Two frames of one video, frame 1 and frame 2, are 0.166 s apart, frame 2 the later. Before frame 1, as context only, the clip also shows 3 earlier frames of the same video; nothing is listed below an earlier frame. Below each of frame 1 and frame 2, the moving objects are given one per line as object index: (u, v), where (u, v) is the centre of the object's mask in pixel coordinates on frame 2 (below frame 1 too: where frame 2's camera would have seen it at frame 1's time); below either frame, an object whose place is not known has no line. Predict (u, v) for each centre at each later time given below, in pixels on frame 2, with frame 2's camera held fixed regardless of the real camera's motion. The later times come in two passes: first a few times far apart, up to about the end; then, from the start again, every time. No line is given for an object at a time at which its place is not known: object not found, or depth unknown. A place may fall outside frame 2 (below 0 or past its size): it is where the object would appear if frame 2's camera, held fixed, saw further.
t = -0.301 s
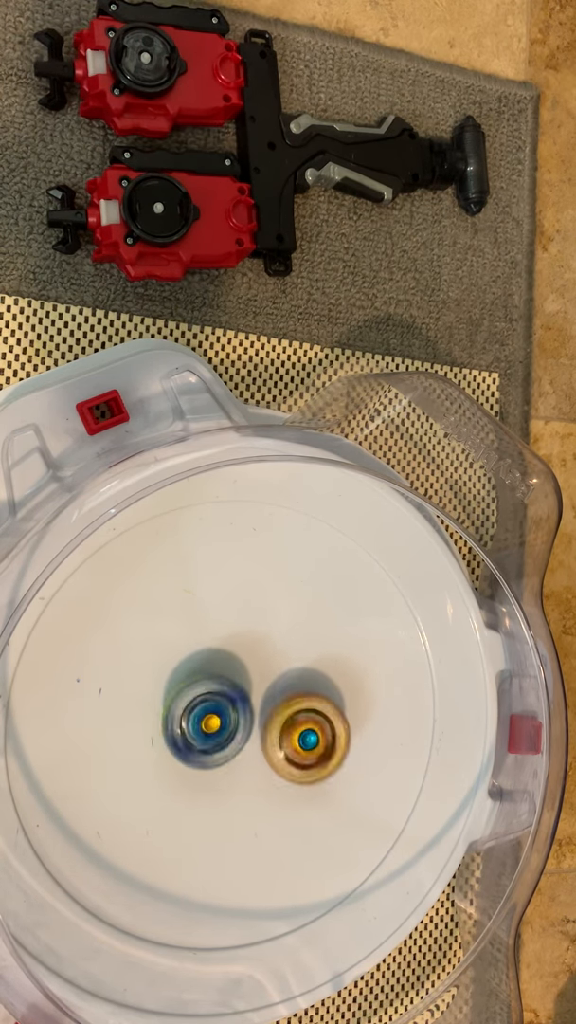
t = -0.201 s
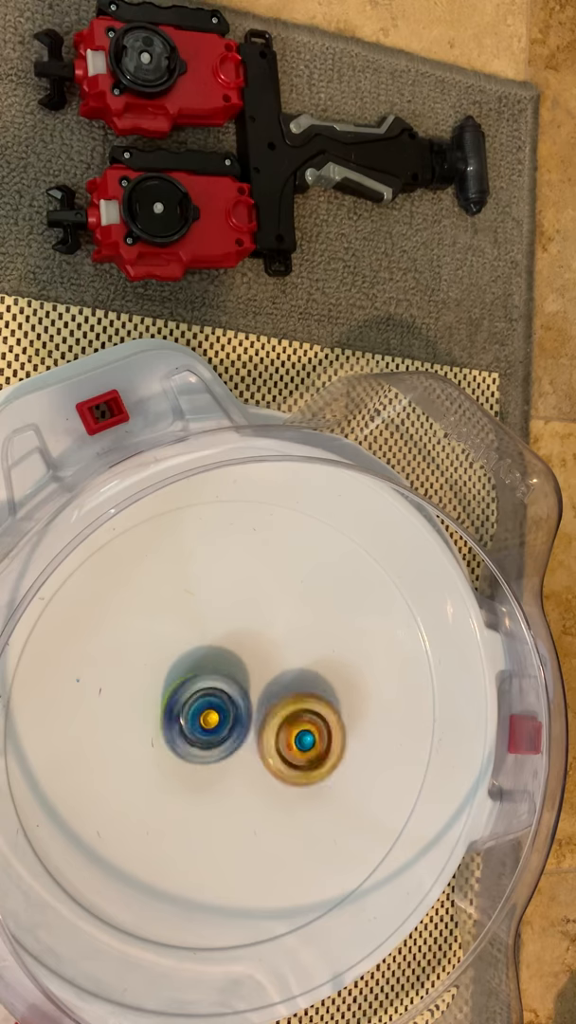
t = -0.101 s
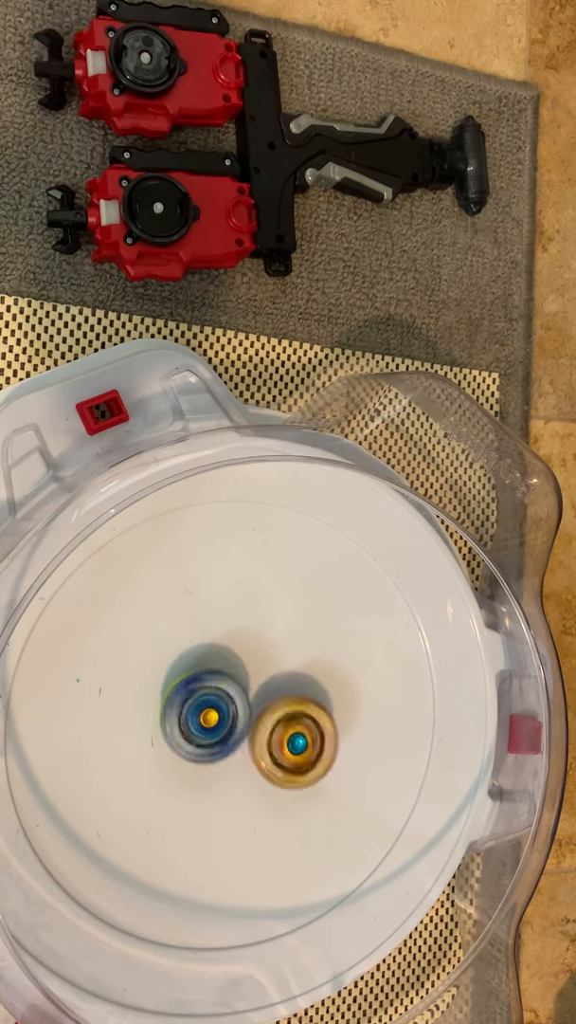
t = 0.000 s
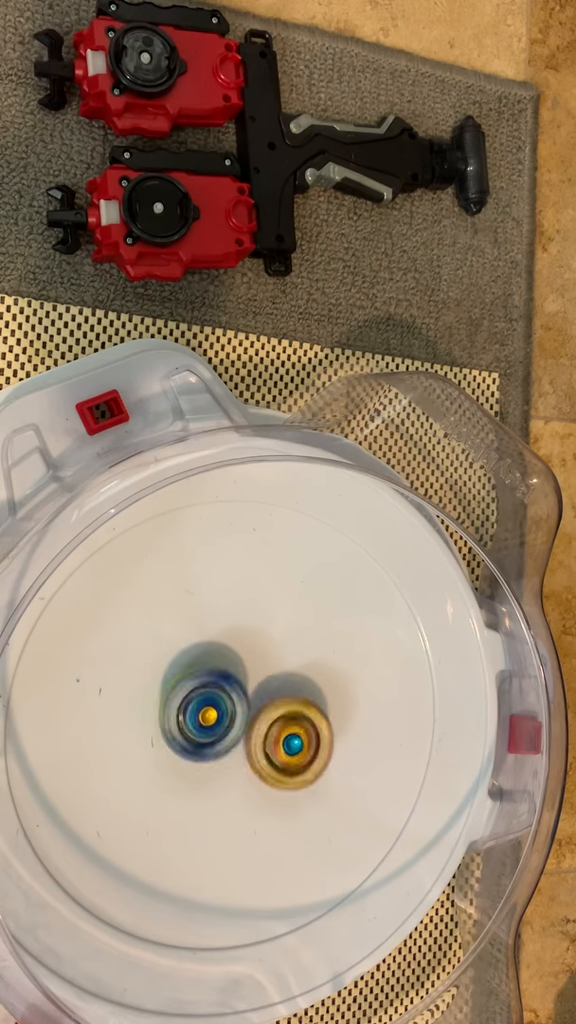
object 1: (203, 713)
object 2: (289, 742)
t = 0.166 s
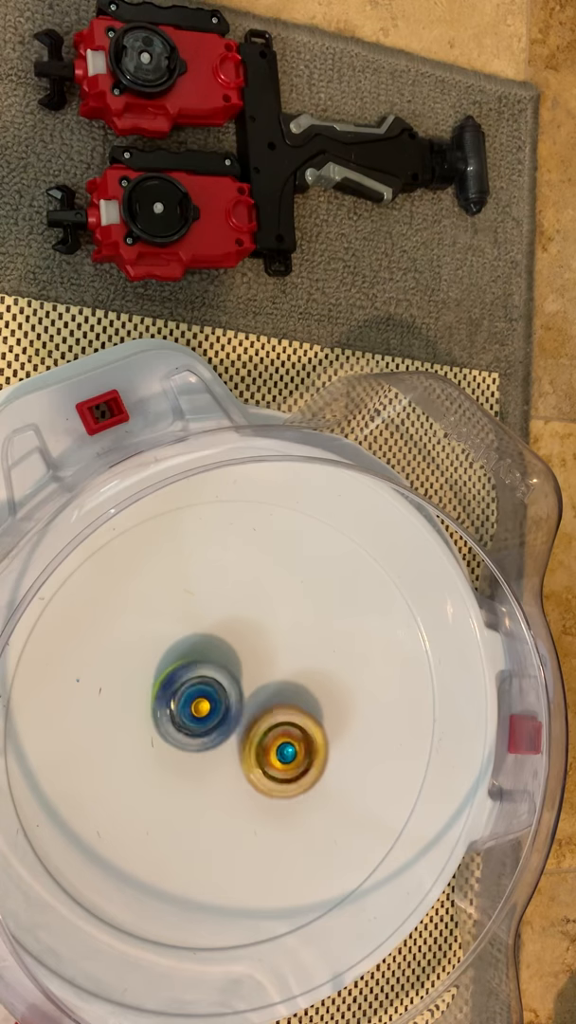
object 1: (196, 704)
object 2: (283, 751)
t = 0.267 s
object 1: (195, 705)
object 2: (274, 751)
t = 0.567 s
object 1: (178, 706)
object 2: (271, 750)
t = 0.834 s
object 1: (189, 713)
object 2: (277, 748)
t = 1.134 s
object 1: (186, 723)
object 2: (303, 755)
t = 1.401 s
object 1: (198, 726)
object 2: (298, 752)
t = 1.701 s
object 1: (194, 709)
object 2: (293, 732)
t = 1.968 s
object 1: (199, 706)
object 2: (295, 728)
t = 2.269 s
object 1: (188, 709)
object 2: (317, 741)
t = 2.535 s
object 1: (184, 728)
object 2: (313, 754)
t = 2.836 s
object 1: (201, 721)
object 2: (290, 743)
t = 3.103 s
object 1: (187, 702)
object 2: (289, 731)
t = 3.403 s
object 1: (195, 712)
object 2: (287, 718)
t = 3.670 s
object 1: (202, 719)
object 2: (297, 720)
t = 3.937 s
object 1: (206, 716)
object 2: (297, 734)
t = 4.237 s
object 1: (191, 705)
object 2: (293, 756)
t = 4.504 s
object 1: (177, 706)
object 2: (284, 754)
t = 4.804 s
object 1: (195, 716)
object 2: (283, 739)
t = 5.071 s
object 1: (210, 702)
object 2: (291, 737)
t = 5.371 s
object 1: (203, 698)
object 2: (297, 749)
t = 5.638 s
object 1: (208, 695)
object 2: (285, 751)
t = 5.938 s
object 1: (200, 691)
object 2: (287, 749)
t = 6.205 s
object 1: (205, 701)
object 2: (284, 753)
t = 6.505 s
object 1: (205, 695)
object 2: (280, 753)
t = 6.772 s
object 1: (203, 698)
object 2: (287, 756)
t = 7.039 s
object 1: (207, 685)
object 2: (278, 755)
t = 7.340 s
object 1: (203, 686)
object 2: (276, 744)
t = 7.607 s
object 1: (217, 690)
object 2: (281, 752)
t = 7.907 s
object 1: (209, 680)
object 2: (276, 751)
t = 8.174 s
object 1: (213, 688)
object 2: (276, 755)
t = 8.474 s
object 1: (227, 669)
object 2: (268, 753)
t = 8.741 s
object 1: (229, 673)
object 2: (282, 756)
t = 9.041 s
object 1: (211, 675)
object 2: (271, 760)
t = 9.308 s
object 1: (209, 680)
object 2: (270, 746)
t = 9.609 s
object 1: (220, 662)
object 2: (269, 744)
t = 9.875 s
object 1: (203, 673)
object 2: (280, 741)
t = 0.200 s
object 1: (197, 704)
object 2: (280, 751)
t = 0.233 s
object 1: (198, 705)
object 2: (275, 750)
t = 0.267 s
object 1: (195, 705)
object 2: (274, 751)
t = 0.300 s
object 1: (190, 704)
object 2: (276, 753)
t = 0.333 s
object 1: (187, 702)
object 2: (276, 754)
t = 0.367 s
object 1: (185, 701)
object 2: (277, 753)
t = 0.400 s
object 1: (184, 701)
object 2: (276, 752)
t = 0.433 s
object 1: (184, 703)
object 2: (274, 752)
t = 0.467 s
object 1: (184, 704)
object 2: (272, 749)
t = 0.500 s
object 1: (185, 706)
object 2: (269, 748)
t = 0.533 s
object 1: (185, 708)
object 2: (268, 747)
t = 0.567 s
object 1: (178, 706)
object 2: (271, 750)
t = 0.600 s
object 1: (174, 705)
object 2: (274, 752)
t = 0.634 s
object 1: (173, 704)
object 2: (277, 751)
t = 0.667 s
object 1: (174, 703)
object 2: (279, 750)
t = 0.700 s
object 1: (176, 704)
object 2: (278, 750)
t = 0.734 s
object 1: (180, 704)
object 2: (278, 748)
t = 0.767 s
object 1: (183, 706)
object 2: (276, 747)
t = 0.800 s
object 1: (188, 710)
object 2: (275, 747)
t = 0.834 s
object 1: (189, 713)
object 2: (277, 748)
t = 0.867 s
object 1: (181, 712)
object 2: (287, 751)
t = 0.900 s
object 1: (176, 712)
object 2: (296, 752)
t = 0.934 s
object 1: (174, 712)
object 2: (301, 752)
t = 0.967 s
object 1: (172, 713)
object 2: (305, 752)
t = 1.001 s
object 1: (174, 714)
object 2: (308, 752)
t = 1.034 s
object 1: (176, 717)
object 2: (307, 752)
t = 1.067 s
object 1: (179, 718)
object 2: (307, 754)
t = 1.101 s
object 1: (182, 721)
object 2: (306, 754)
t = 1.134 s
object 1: (186, 723)
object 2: (303, 755)
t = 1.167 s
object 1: (190, 725)
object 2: (302, 756)
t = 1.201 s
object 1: (194, 727)
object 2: (299, 755)
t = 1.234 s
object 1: (200, 727)
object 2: (295, 757)
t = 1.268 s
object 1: (207, 730)
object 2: (292, 756)
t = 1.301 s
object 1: (203, 731)
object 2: (295, 757)
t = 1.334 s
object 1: (199, 730)
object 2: (298, 756)
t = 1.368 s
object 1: (198, 728)
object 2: (299, 754)
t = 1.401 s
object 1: (198, 726)
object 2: (298, 752)
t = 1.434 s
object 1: (199, 726)
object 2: (296, 747)
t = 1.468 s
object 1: (200, 724)
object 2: (292, 744)
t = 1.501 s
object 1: (202, 723)
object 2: (290, 742)
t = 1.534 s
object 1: (198, 721)
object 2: (291, 741)
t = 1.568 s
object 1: (194, 717)
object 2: (292, 740)
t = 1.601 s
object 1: (193, 714)
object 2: (294, 738)
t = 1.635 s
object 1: (192, 712)
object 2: (294, 736)
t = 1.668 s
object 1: (194, 710)
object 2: (295, 735)
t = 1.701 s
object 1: (194, 709)
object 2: (293, 732)
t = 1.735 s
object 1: (196, 707)
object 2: (291, 732)
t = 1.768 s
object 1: (197, 708)
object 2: (291, 731)
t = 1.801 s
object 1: (199, 708)
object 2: (289, 730)
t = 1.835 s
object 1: (200, 708)
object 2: (288, 729)
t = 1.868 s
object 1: (198, 709)
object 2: (290, 731)
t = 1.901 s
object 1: (198, 708)
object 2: (292, 732)
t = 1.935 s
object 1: (198, 706)
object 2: (295, 730)
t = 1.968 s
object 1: (199, 706)
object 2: (295, 728)
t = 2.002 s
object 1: (201, 706)
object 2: (295, 729)
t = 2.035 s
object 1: (204, 706)
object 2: (294, 728)
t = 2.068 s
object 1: (205, 707)
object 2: (293, 731)
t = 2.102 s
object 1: (206, 707)
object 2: (296, 732)
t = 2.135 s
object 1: (206, 708)
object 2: (296, 733)
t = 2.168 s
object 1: (209, 708)
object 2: (297, 734)
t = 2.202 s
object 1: (208, 709)
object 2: (299, 735)
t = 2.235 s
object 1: (198, 708)
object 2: (309, 739)
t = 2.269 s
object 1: (188, 709)
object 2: (317, 741)
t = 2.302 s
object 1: (183, 709)
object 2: (321, 741)
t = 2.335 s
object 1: (180, 711)
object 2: (324, 742)
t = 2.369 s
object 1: (178, 712)
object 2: (324, 743)
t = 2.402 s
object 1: (177, 715)
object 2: (323, 746)
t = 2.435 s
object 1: (178, 717)
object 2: (322, 748)
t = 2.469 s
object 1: (178, 721)
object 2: (319, 750)
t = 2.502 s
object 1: (181, 724)
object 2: (317, 753)
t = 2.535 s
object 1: (184, 728)
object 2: (313, 754)
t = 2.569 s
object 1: (188, 730)
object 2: (309, 756)
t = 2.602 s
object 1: (193, 732)
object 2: (304, 755)
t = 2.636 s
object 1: (199, 733)
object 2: (298, 755)
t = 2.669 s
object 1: (204, 733)
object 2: (293, 753)
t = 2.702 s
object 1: (202, 734)
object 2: (293, 754)
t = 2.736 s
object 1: (199, 731)
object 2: (294, 753)
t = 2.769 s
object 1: (200, 728)
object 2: (293, 749)
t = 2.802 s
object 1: (201, 724)
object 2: (291, 746)
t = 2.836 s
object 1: (201, 721)
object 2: (290, 743)
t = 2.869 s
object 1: (194, 714)
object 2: (292, 743)
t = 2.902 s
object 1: (191, 713)
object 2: (294, 742)
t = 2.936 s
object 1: (190, 708)
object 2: (294, 740)
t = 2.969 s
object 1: (190, 705)
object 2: (294, 737)
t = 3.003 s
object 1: (189, 703)
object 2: (293, 736)
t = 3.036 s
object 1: (189, 703)
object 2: (292, 735)
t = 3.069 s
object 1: (188, 703)
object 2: (290, 732)
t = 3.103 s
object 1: (187, 702)
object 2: (289, 731)
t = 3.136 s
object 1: (187, 703)
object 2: (287, 729)
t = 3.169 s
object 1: (188, 704)
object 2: (285, 729)
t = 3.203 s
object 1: (189, 706)
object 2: (284, 726)
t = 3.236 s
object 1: (191, 707)
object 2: (282, 725)
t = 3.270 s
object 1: (191, 708)
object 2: (282, 724)
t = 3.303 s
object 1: (190, 710)
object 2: (283, 723)
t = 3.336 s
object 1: (191, 711)
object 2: (286, 721)
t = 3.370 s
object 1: (192, 711)
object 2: (285, 719)
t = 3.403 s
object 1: (195, 712)
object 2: (287, 718)
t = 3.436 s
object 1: (194, 714)
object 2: (289, 716)
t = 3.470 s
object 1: (193, 716)
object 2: (293, 716)
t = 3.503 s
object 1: (194, 716)
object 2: (294, 715)
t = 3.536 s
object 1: (196, 716)
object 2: (296, 714)
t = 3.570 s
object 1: (198, 716)
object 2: (296, 713)
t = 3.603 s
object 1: (201, 717)
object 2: (296, 715)
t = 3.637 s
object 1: (203, 717)
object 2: (295, 716)
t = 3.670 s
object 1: (202, 719)
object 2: (297, 720)
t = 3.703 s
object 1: (203, 719)
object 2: (299, 721)
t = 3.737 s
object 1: (206, 719)
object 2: (298, 723)
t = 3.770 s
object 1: (208, 718)
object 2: (299, 724)
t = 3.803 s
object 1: (208, 719)
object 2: (298, 727)
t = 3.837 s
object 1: (206, 718)
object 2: (300, 730)
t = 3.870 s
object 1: (206, 717)
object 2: (300, 731)
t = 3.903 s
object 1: (206, 716)
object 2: (299, 733)
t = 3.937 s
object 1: (206, 716)
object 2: (297, 734)
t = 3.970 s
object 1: (205, 716)
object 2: (295, 736)
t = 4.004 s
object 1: (203, 715)
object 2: (295, 739)
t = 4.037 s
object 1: (202, 715)
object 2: (295, 741)
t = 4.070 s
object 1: (204, 713)
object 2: (292, 742)
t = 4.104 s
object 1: (203, 713)
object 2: (290, 743)
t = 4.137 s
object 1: (199, 711)
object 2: (290, 748)
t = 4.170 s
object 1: (194, 709)
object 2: (293, 752)
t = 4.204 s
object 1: (192, 707)
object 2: (293, 756)
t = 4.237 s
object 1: (191, 705)
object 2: (293, 756)
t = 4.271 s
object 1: (190, 704)
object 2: (292, 757)
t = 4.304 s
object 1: (189, 705)
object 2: (290, 755)
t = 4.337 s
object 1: (189, 706)
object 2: (286, 756)
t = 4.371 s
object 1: (190, 707)
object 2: (281, 754)
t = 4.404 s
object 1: (191, 708)
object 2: (277, 754)
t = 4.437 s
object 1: (191, 709)
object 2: (274, 751)
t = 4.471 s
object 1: (182, 708)
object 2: (279, 755)
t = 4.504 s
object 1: (177, 706)
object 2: (284, 754)
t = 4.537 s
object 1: (174, 705)
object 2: (287, 754)
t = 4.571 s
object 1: (175, 704)
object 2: (288, 751)
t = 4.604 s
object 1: (175, 706)
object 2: (288, 750)
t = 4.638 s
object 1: (176, 708)
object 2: (288, 746)
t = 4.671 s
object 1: (179, 710)
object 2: (287, 746)
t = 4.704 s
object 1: (181, 712)
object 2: (285, 743)
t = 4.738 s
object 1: (186, 713)
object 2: (285, 743)
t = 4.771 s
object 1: (190, 714)
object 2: (283, 740)
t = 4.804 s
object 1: (195, 716)
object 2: (283, 739)
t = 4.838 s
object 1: (194, 715)
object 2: (285, 739)
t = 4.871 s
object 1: (193, 713)
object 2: (288, 739)
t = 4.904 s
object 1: (195, 712)
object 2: (290, 739)
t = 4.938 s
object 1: (198, 709)
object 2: (291, 737)
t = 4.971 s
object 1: (202, 706)
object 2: (293, 737)
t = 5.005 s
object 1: (205, 705)
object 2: (293, 736)
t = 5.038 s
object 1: (208, 704)
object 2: (293, 736)
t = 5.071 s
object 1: (210, 702)
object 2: (291, 737)
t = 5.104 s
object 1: (206, 699)
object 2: (295, 739)
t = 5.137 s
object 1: (202, 698)
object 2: (300, 742)
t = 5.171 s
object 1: (201, 697)
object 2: (304, 744)
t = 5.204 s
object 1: (201, 696)
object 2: (305, 746)
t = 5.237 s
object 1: (202, 694)
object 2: (306, 746)
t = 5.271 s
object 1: (201, 693)
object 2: (306, 748)
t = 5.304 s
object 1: (201, 695)
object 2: (304, 748)
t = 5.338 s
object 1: (202, 697)
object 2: (301, 749)
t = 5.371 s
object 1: (203, 698)
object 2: (297, 749)
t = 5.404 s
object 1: (206, 698)
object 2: (295, 749)
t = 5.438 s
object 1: (209, 698)
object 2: (289, 748)
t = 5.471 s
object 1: (211, 700)
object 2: (287, 748)
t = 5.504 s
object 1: (208, 700)
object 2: (286, 750)
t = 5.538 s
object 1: (205, 699)
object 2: (287, 753)
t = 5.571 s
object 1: (205, 698)
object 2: (287, 754)
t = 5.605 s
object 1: (206, 698)
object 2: (285, 752)
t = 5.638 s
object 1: (208, 695)
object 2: (285, 751)
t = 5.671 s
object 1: (209, 693)
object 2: (283, 749)
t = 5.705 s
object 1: (209, 693)
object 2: (283, 749)
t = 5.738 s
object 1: (206, 694)
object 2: (282, 750)
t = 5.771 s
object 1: (205, 695)
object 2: (281, 748)
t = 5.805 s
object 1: (206, 695)
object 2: (280, 747)
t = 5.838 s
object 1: (202, 692)
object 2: (283, 749)
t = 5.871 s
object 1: (200, 692)
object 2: (286, 751)
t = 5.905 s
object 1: (199, 691)
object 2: (286, 752)
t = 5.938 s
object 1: (200, 691)
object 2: (287, 749)
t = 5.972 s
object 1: (201, 694)
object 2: (287, 750)
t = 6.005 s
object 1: (200, 696)
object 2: (285, 748)
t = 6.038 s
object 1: (203, 698)
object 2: (284, 748)
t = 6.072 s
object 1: (206, 700)
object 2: (281, 749)
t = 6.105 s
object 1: (205, 699)
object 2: (282, 752)
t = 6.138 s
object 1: (203, 698)
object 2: (282, 753)
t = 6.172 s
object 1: (206, 700)
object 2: (282, 751)
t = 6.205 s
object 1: (205, 701)
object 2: (284, 753)
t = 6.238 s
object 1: (203, 699)
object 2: (285, 755)
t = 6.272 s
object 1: (203, 699)
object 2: (285, 755)
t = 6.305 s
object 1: (205, 698)
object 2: (285, 755)
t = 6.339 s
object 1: (206, 698)
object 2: (285, 753)
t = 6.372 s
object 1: (205, 695)
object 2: (283, 753)
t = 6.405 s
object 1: (207, 697)
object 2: (281, 752)
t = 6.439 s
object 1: (208, 698)
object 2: (281, 752)
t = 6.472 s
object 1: (205, 696)
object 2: (281, 754)
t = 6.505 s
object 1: (205, 695)
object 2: (280, 753)
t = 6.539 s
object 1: (207, 696)
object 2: (279, 751)
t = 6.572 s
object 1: (205, 695)
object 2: (281, 752)
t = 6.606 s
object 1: (201, 693)
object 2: (286, 756)
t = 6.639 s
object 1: (200, 691)
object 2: (287, 758)
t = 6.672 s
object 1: (200, 693)
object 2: (286, 757)
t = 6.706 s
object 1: (200, 694)
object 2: (287, 756)
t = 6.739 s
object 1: (201, 695)
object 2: (288, 756)
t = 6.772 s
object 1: (203, 698)
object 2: (287, 756)
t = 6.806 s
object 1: (205, 698)
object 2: (285, 755)
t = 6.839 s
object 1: (209, 698)
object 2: (281, 755)
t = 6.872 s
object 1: (210, 700)
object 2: (280, 754)
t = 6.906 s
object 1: (210, 699)
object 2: (281, 756)
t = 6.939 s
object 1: (210, 696)
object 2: (279, 756)
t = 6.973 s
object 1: (211, 696)
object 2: (278, 755)
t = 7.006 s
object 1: (212, 693)
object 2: (277, 755)
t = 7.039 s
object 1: (207, 685)
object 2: (278, 755)
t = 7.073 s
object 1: (207, 682)
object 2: (279, 756)
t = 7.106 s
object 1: (207, 679)
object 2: (277, 754)
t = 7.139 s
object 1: (206, 679)
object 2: (274, 750)
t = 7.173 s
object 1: (205, 678)
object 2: (273, 748)
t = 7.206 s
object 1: (204, 679)
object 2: (274, 748)
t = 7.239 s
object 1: (204, 681)
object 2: (273, 744)
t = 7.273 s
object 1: (205, 684)
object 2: (272, 742)
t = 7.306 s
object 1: (202, 683)
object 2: (276, 745)
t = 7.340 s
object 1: (203, 686)
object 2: (276, 744)
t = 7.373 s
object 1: (205, 687)
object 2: (278, 745)
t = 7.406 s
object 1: (207, 688)
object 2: (280, 744)
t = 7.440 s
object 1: (210, 691)
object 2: (281, 745)
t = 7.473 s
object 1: (208, 689)
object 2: (284, 747)
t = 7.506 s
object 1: (208, 689)
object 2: (286, 751)
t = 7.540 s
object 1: (209, 694)
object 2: (283, 753)
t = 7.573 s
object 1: (212, 692)
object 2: (281, 752)
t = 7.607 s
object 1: (217, 690)
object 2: (281, 752)
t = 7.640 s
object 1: (220, 691)
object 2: (278, 752)
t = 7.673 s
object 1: (219, 688)
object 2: (278, 752)
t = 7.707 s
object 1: (213, 684)
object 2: (277, 753)
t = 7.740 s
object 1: (210, 685)
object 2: (278, 755)
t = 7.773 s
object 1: (209, 686)
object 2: (275, 752)
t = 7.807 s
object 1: (212, 685)
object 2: (274, 750)
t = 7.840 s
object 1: (211, 683)
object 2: (275, 748)
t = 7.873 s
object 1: (210, 680)
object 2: (275, 752)
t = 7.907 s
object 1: (209, 680)
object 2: (276, 751)
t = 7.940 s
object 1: (208, 683)
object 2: (274, 749)
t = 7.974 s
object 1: (208, 684)
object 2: (276, 748)
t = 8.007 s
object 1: (209, 686)
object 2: (276, 749)
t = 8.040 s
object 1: (211, 686)
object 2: (277, 751)
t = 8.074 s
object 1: (211, 686)
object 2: (277, 753)
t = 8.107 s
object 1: (210, 684)
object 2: (277, 756)
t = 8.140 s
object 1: (212, 686)
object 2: (276, 754)
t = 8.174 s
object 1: (213, 688)
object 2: (276, 755)
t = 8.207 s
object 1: (218, 687)
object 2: (275, 755)
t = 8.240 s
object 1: (221, 686)
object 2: (274, 753)
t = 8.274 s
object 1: (222, 681)
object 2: (274, 755)
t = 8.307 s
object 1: (219, 675)
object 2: (276, 759)
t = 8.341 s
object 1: (222, 673)
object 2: (275, 762)
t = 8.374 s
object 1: (223, 669)
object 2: (270, 763)
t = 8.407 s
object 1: (225, 669)
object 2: (269, 761)
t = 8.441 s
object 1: (226, 669)
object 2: (266, 757)
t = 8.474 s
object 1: (227, 669)
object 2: (268, 753)
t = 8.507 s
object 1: (227, 667)
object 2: (270, 749)
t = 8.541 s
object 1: (226, 665)
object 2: (276, 754)
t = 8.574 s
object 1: (224, 665)
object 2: (276, 758)
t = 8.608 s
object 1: (225, 667)
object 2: (276, 759)
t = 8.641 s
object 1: (226, 673)
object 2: (275, 755)
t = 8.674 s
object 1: (228, 672)
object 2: (278, 753)
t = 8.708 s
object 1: (229, 672)
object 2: (280, 754)
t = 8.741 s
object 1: (229, 673)
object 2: (282, 756)
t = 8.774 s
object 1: (228, 679)
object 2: (281, 757)
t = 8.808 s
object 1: (229, 682)
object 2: (279, 758)
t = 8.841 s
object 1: (228, 684)
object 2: (277, 758)
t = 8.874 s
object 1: (226, 682)
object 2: (277, 756)
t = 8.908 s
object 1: (216, 678)
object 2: (281, 757)
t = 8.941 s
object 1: (214, 675)
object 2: (281, 763)
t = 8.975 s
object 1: (213, 673)
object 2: (278, 765)
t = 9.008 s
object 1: (212, 671)
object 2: (275, 764)
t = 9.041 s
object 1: (211, 675)
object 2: (271, 760)
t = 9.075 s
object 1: (212, 679)
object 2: (270, 755)
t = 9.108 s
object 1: (212, 682)
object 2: (270, 748)
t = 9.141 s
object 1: (210, 683)
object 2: (275, 747)
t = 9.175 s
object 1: (207, 681)
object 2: (275, 751)
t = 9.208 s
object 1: (206, 683)
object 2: (274, 749)
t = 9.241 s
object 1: (209, 685)
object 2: (274, 748)
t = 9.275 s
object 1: (208, 682)
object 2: (271, 748)
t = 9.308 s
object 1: (209, 680)
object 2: (270, 746)
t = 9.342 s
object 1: (208, 677)
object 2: (267, 746)
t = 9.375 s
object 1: (208, 677)
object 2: (266, 744)
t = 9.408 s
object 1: (208, 675)
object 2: (265, 742)
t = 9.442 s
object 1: (208, 670)
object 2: (267, 743)
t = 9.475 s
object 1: (211, 669)
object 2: (267, 746)
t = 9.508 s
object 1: (213, 665)
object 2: (266, 744)
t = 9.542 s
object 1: (215, 665)
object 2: (270, 744)
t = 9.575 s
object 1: (219, 665)
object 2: (268, 744)
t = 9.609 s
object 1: (220, 662)
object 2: (269, 744)
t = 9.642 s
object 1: (219, 661)
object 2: (270, 747)
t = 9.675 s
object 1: (220, 663)
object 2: (268, 746)
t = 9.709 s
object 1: (219, 665)
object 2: (270, 740)
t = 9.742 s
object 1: (218, 670)
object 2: (273, 739)
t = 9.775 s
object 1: (218, 674)
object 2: (273, 739)
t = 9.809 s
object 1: (214, 675)
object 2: (274, 738)
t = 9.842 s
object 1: (209, 676)
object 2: (275, 740)
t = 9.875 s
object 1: (203, 673)
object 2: (280, 741)
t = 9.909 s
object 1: (198, 673)
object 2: (280, 744)
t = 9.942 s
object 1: (195, 675)
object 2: (276, 749)
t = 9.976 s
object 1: (194, 677)
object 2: (271, 752)
